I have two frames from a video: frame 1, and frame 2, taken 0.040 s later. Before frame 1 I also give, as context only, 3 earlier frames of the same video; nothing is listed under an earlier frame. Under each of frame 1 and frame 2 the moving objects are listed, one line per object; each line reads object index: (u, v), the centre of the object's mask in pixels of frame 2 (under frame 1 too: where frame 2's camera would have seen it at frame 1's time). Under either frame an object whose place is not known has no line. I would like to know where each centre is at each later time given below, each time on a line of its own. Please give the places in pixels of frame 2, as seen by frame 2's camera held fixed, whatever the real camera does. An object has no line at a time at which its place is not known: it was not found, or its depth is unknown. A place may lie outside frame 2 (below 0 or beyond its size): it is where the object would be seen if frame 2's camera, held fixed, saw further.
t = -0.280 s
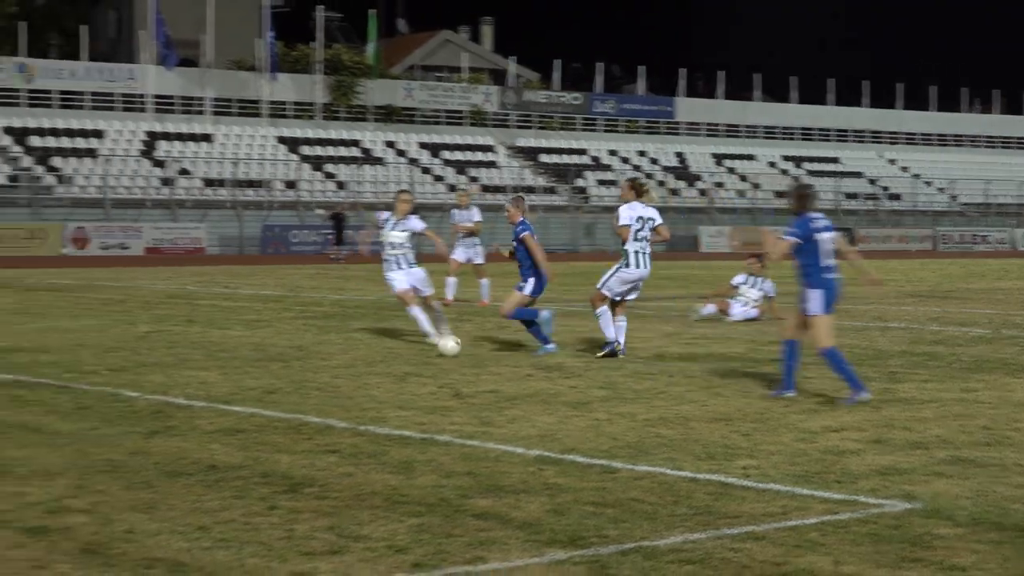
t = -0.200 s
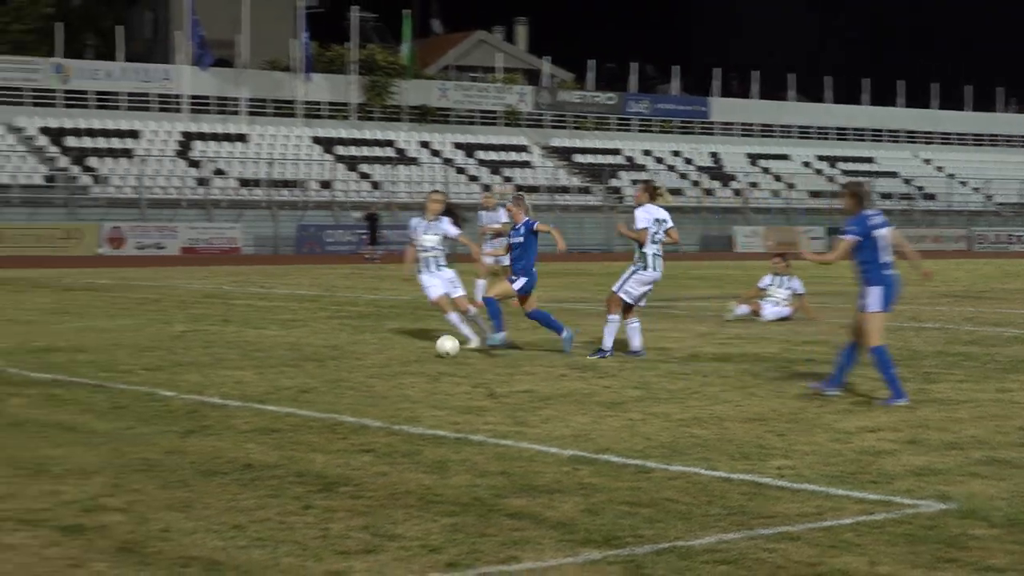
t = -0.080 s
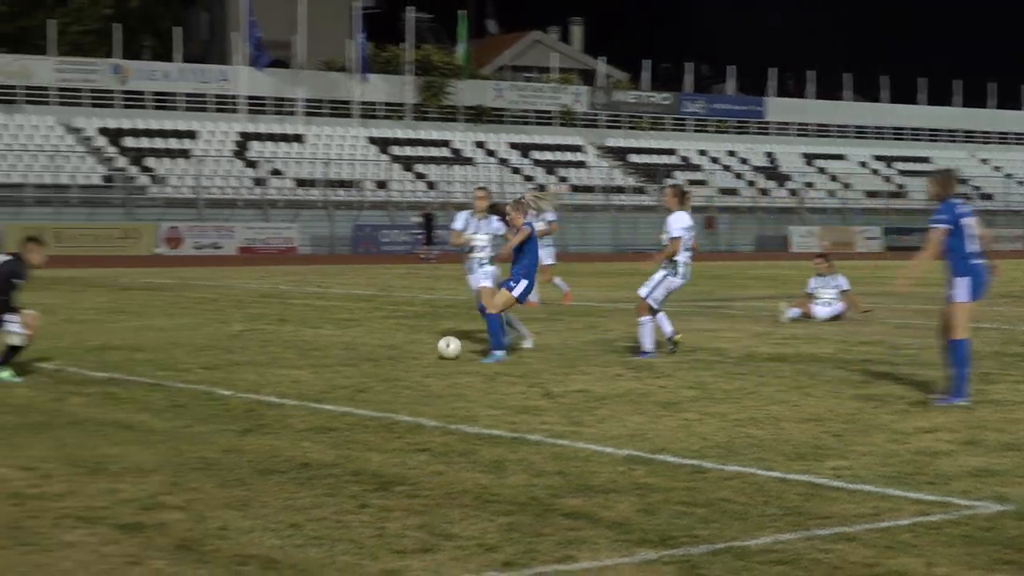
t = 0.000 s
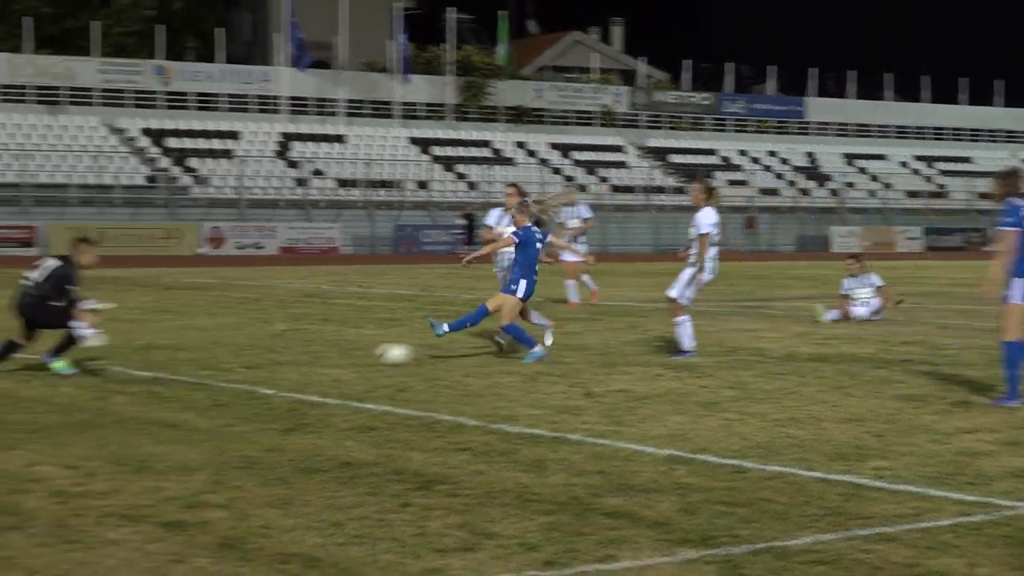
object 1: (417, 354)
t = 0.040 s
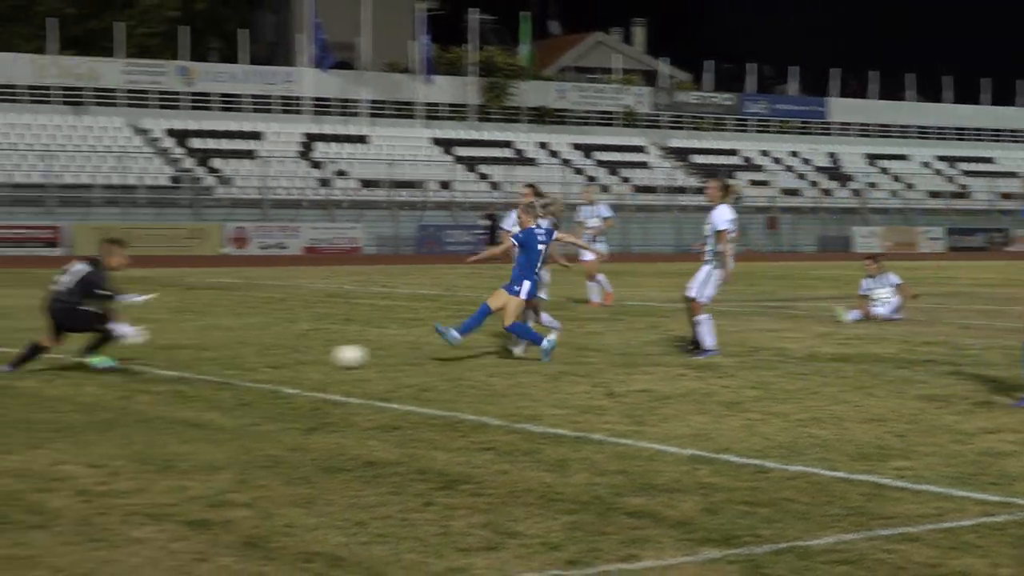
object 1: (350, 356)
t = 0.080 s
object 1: (279, 360)
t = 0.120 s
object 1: (208, 366)
